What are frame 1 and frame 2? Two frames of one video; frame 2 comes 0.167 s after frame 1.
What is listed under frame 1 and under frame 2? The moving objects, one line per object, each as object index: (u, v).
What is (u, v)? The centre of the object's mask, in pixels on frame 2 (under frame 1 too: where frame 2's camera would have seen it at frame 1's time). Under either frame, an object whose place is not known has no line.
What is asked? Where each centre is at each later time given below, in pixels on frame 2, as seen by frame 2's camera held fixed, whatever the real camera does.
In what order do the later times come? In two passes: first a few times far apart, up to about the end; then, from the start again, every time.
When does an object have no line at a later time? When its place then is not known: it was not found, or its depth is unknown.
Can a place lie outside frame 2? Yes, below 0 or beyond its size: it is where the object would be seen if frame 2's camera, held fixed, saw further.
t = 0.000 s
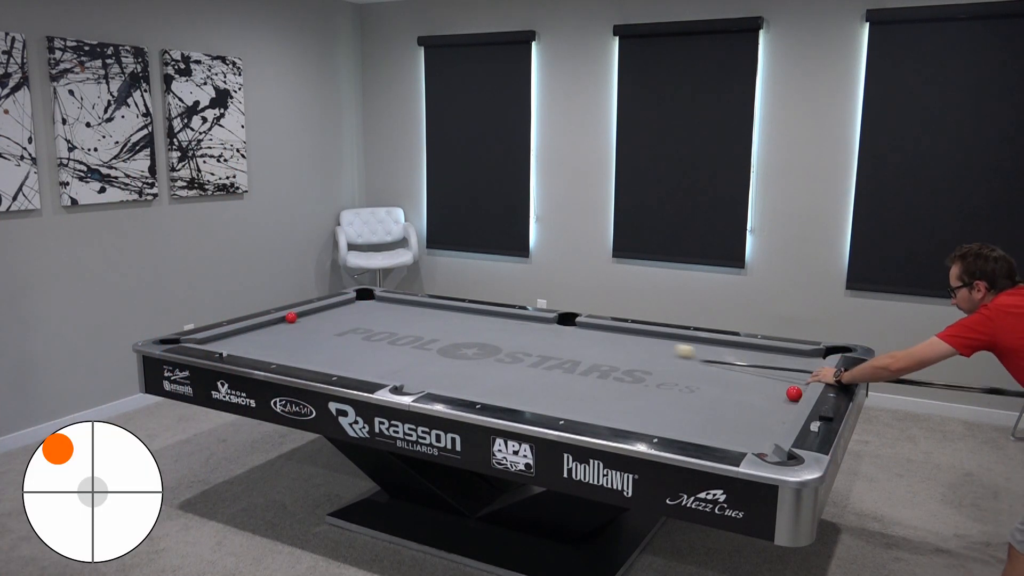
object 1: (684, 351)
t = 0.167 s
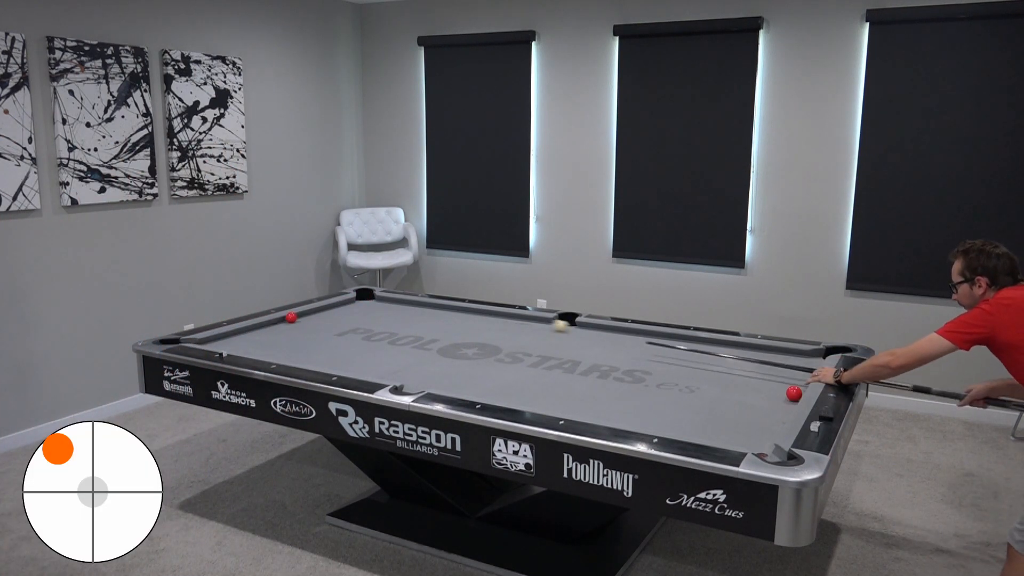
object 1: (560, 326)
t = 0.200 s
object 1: (539, 322)
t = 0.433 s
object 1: (403, 307)
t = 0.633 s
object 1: (357, 309)
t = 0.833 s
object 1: (386, 327)
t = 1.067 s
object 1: (408, 350)
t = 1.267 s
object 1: (430, 374)
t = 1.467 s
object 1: (476, 391)
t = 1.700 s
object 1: (573, 395)
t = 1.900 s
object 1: (657, 397)
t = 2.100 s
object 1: (740, 399)
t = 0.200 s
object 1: (539, 322)
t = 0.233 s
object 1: (520, 318)
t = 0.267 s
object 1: (502, 314)
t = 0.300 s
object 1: (480, 312)
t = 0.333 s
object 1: (460, 311)
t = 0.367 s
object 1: (440, 310)
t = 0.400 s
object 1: (421, 308)
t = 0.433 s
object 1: (403, 307)
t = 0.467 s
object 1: (386, 305)
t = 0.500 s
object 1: (369, 304)
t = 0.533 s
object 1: (352, 303)
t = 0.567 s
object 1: (346, 304)
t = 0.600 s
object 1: (351, 306)
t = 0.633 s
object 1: (357, 309)
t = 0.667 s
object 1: (362, 312)
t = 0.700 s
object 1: (367, 315)
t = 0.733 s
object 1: (372, 318)
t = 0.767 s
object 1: (377, 321)
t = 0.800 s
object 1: (381, 324)
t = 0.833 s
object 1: (386, 327)
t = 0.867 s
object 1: (389, 330)
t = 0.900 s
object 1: (393, 334)
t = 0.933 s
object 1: (396, 337)
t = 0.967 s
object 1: (399, 340)
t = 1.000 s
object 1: (402, 343)
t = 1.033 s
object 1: (405, 347)
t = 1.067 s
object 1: (408, 350)
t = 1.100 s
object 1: (412, 354)
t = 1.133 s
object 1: (415, 357)
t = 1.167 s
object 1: (418, 361)
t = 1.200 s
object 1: (422, 365)
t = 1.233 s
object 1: (426, 369)
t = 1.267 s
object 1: (430, 374)
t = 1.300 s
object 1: (434, 378)
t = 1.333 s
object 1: (438, 382)
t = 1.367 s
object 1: (443, 386)
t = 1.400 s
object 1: (447, 388)
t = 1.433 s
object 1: (460, 390)
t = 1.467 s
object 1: (476, 391)
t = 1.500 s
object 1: (490, 392)
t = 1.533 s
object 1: (503, 393)
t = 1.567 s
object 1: (517, 393)
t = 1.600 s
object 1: (531, 394)
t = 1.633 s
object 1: (545, 394)
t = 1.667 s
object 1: (559, 395)
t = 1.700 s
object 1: (573, 395)
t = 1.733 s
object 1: (587, 395)
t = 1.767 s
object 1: (601, 396)
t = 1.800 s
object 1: (615, 396)
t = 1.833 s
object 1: (628, 396)
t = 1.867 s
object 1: (642, 397)
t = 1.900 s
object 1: (657, 397)
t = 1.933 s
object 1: (670, 397)
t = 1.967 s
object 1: (684, 398)
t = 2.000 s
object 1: (698, 398)
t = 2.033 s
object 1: (712, 398)
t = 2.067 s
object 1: (726, 399)
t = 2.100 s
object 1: (740, 399)
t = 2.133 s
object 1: (754, 399)
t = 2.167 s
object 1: (768, 399)
